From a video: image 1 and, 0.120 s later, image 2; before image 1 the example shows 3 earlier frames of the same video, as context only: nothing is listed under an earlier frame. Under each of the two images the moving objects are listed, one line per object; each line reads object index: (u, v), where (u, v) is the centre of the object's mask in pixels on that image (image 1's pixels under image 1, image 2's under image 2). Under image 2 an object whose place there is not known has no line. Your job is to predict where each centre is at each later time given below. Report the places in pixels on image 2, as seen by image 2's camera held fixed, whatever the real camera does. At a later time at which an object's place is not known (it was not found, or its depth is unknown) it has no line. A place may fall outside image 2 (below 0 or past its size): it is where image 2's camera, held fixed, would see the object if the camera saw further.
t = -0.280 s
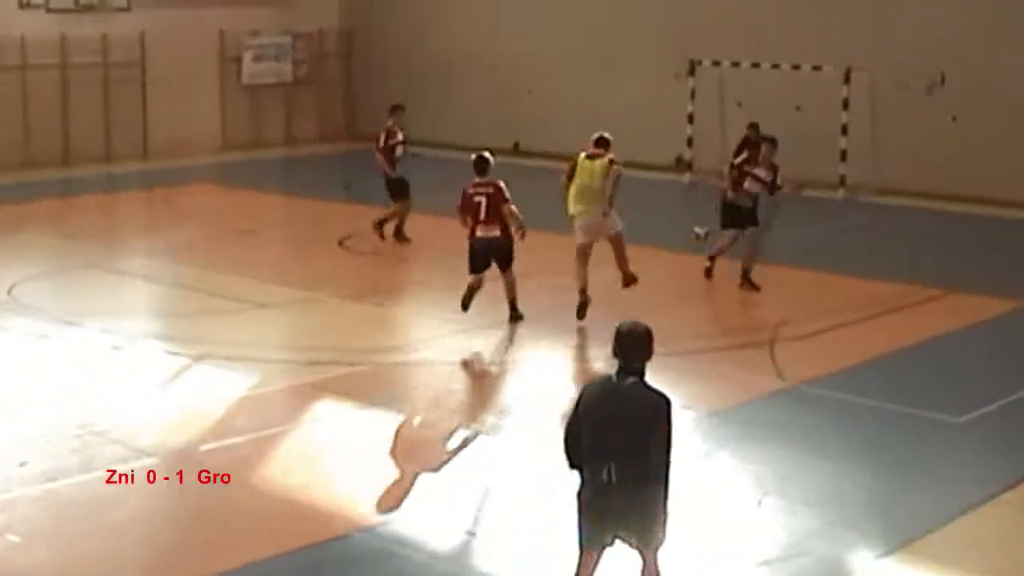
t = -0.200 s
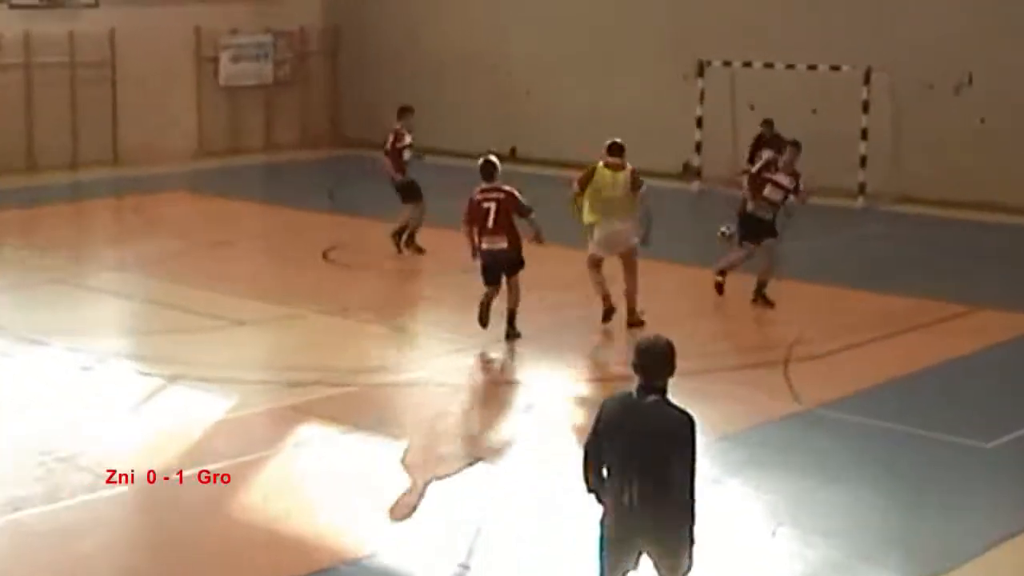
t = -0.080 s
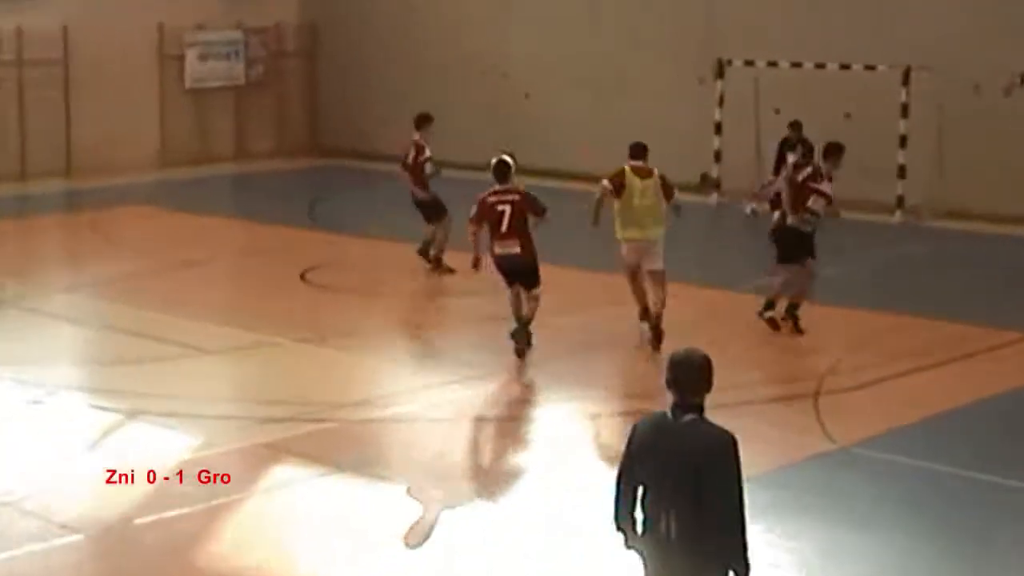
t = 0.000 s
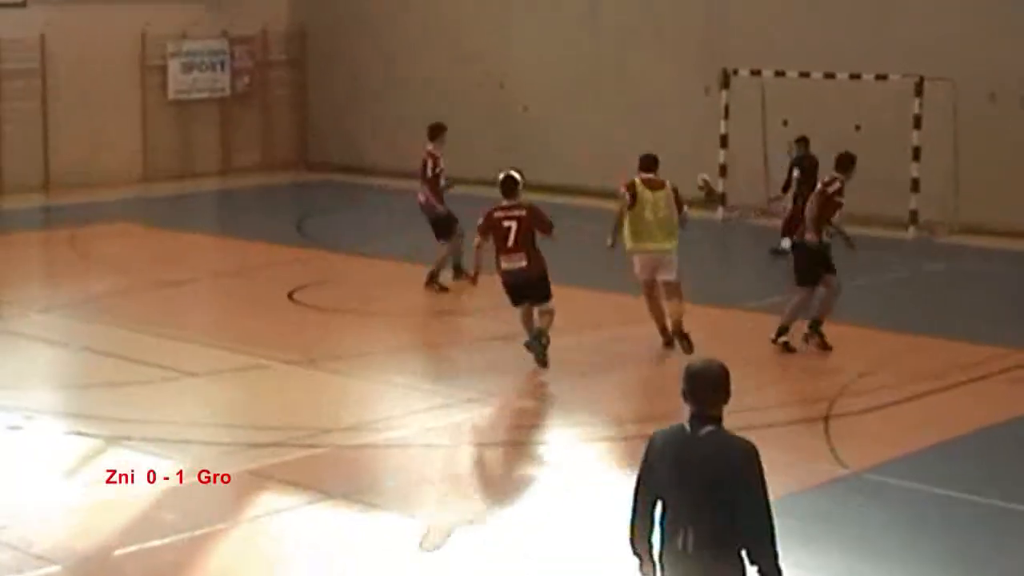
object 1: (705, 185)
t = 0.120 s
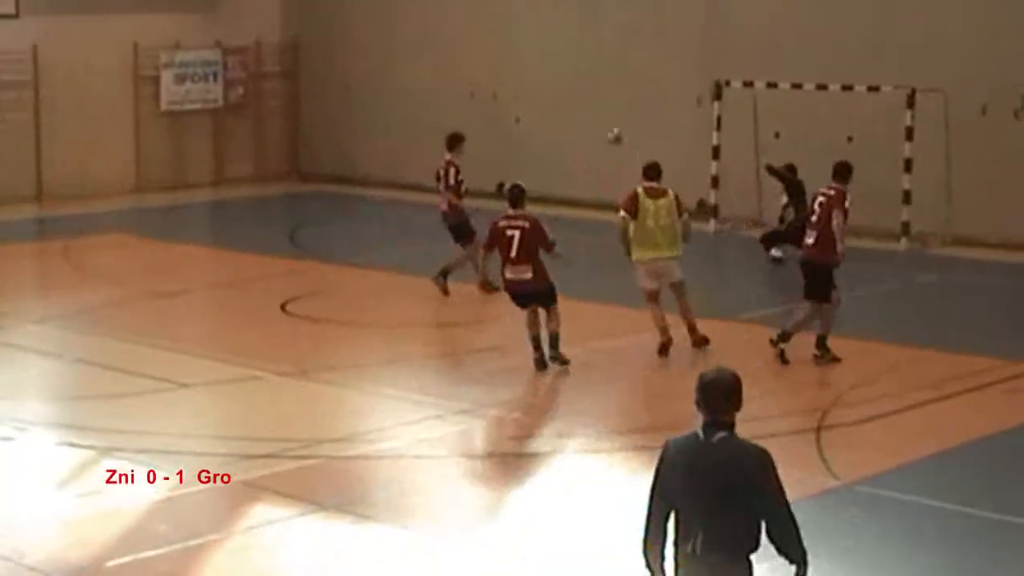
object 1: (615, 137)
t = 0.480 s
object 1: (388, 35)
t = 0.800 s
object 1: (207, 38)
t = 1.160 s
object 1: (23, 131)
